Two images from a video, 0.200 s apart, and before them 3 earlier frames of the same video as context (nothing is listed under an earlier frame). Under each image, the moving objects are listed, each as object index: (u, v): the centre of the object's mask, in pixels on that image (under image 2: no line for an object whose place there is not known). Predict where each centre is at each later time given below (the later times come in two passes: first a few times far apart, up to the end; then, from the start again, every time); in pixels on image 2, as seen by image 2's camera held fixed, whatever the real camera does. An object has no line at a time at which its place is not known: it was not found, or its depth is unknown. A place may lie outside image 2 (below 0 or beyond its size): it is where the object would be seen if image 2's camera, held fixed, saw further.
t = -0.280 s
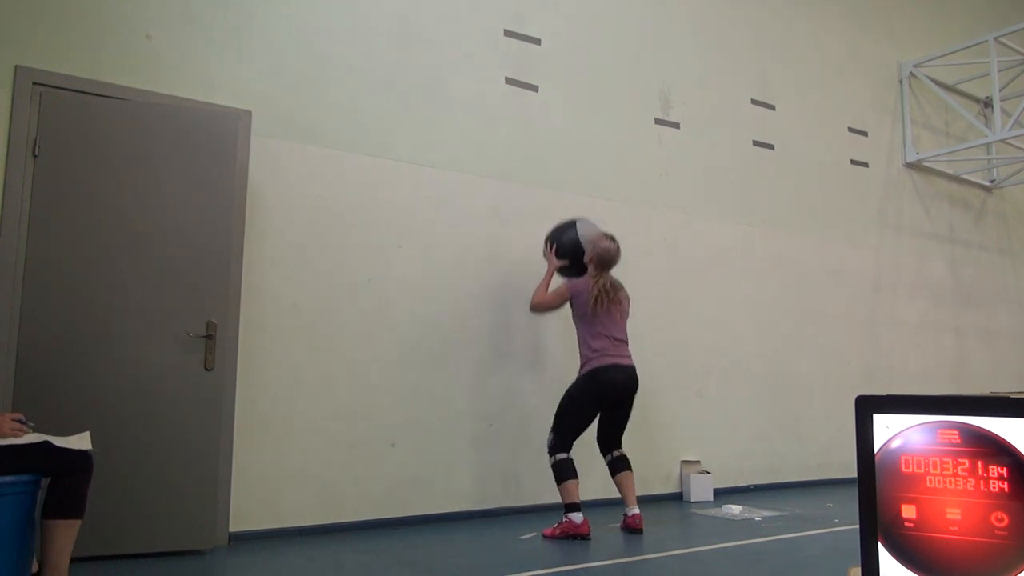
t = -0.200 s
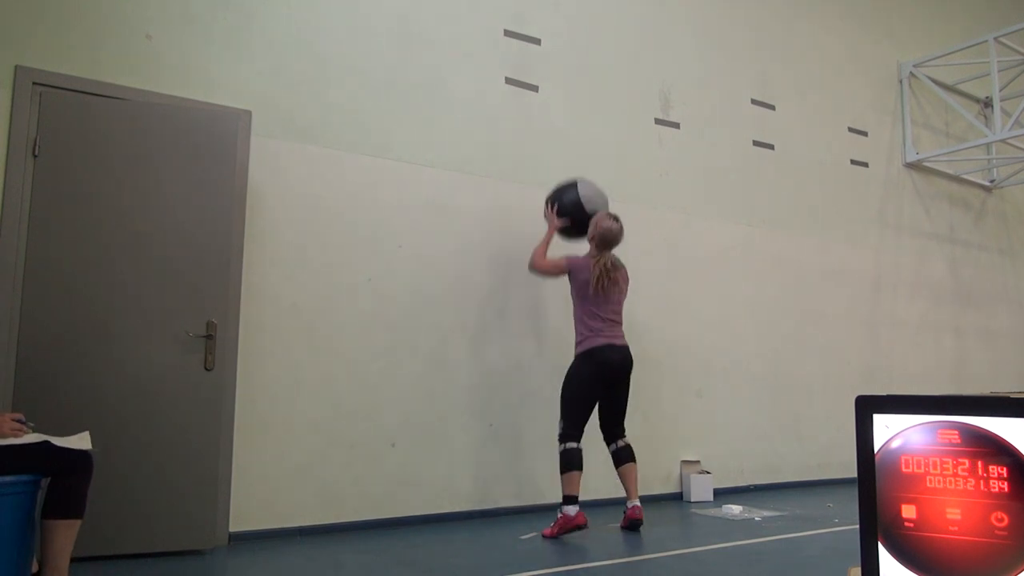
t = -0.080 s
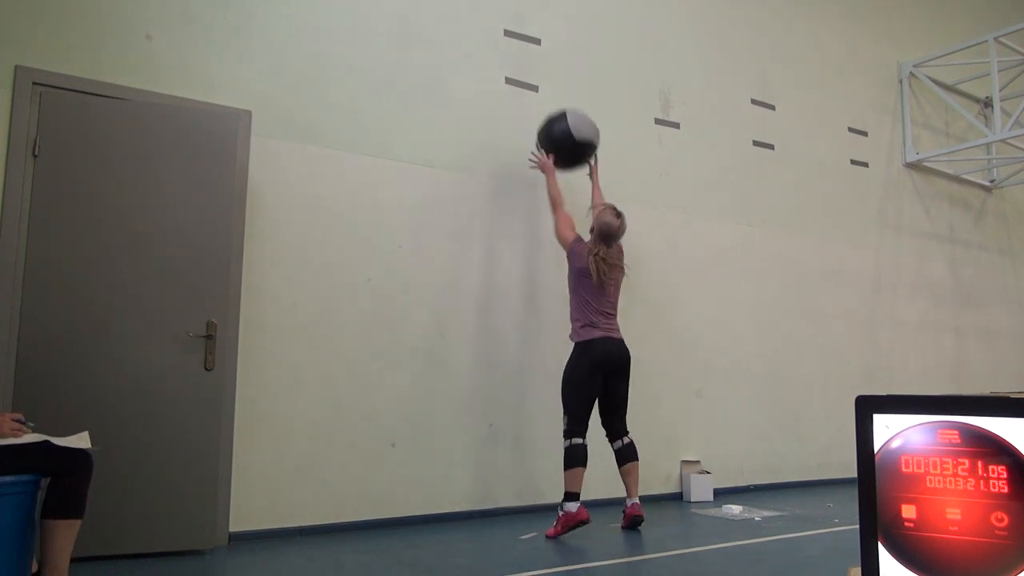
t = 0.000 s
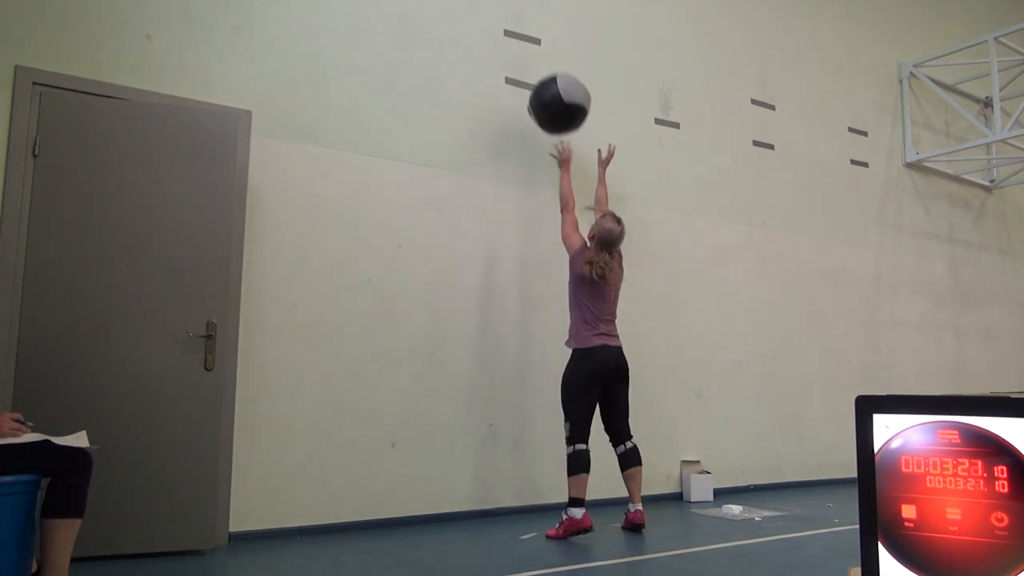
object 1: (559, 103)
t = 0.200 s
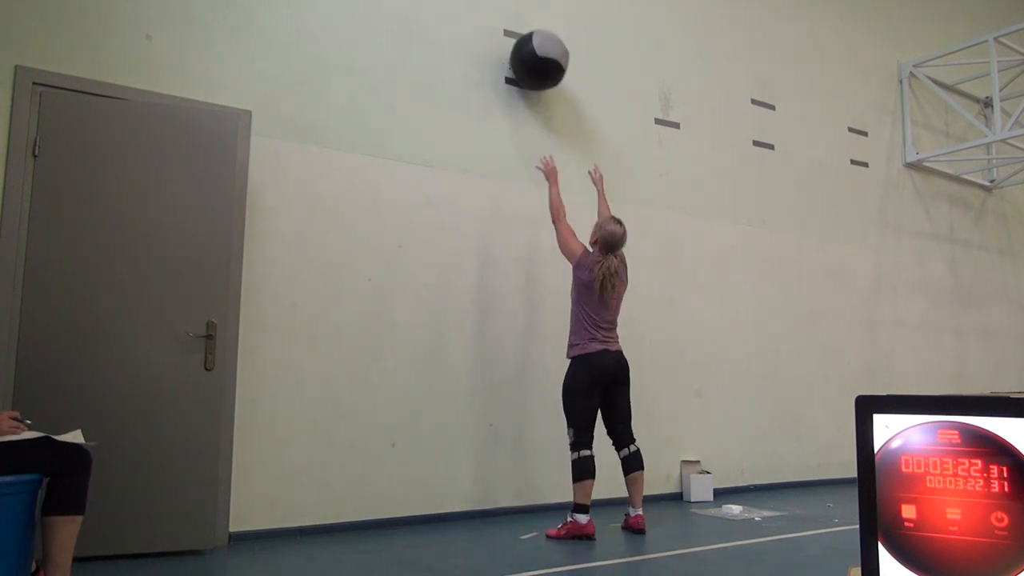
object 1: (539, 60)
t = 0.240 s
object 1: (535, 59)
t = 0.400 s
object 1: (540, 67)
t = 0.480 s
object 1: (542, 85)
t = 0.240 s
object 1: (535, 59)
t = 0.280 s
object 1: (536, 58)
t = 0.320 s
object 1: (537, 59)
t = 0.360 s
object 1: (538, 61)
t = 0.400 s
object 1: (540, 67)
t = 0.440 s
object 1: (541, 75)
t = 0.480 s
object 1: (542, 85)
